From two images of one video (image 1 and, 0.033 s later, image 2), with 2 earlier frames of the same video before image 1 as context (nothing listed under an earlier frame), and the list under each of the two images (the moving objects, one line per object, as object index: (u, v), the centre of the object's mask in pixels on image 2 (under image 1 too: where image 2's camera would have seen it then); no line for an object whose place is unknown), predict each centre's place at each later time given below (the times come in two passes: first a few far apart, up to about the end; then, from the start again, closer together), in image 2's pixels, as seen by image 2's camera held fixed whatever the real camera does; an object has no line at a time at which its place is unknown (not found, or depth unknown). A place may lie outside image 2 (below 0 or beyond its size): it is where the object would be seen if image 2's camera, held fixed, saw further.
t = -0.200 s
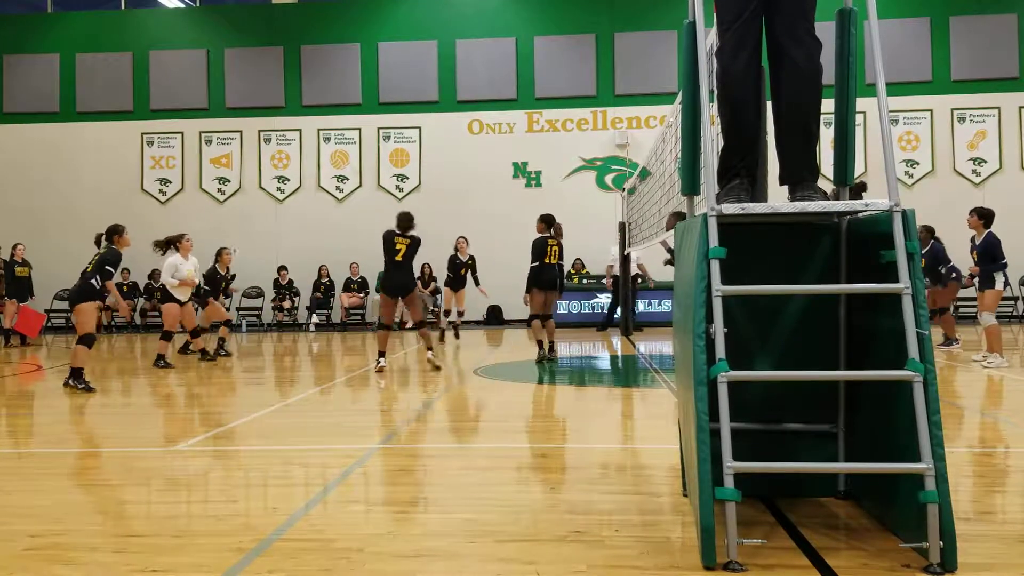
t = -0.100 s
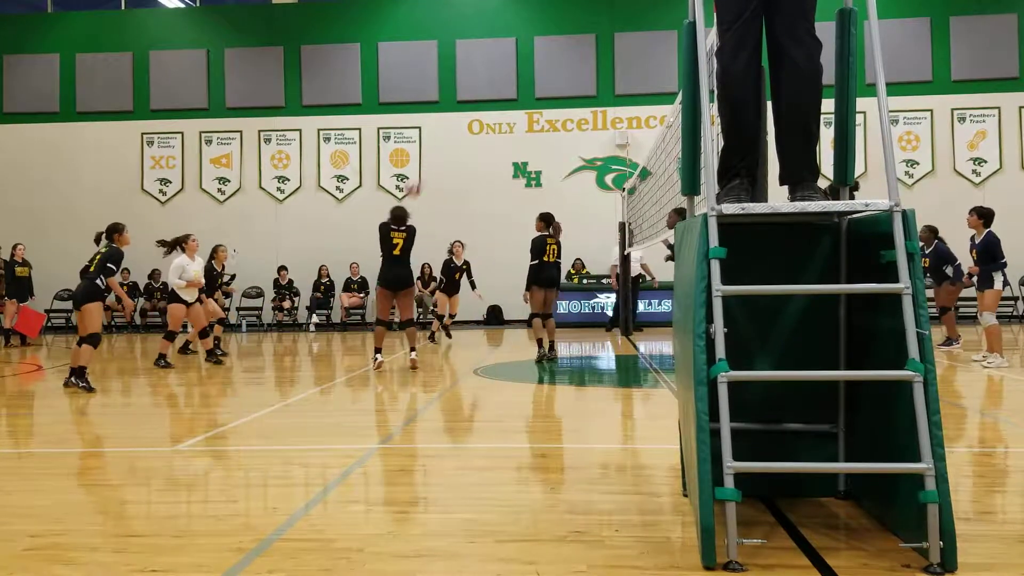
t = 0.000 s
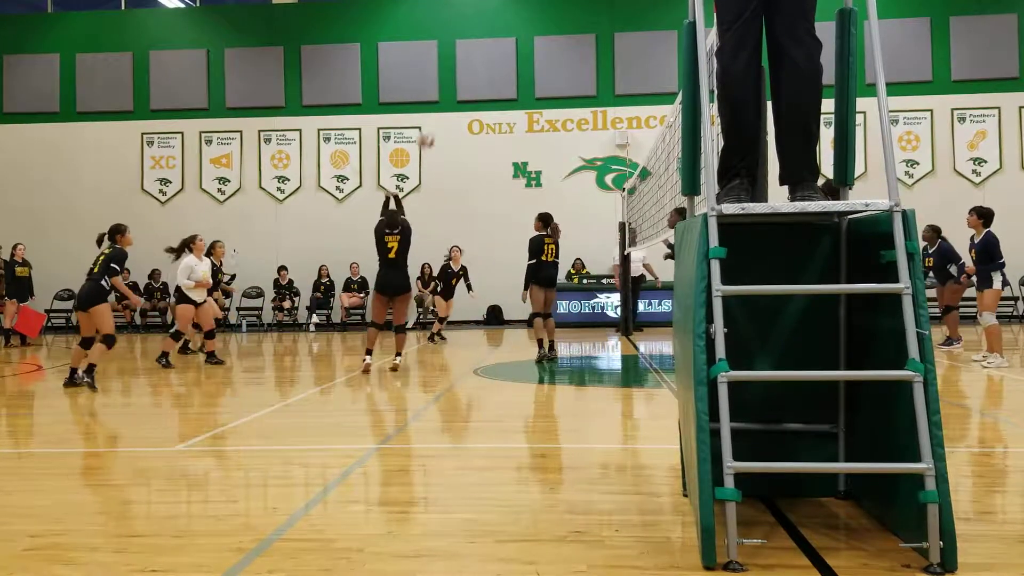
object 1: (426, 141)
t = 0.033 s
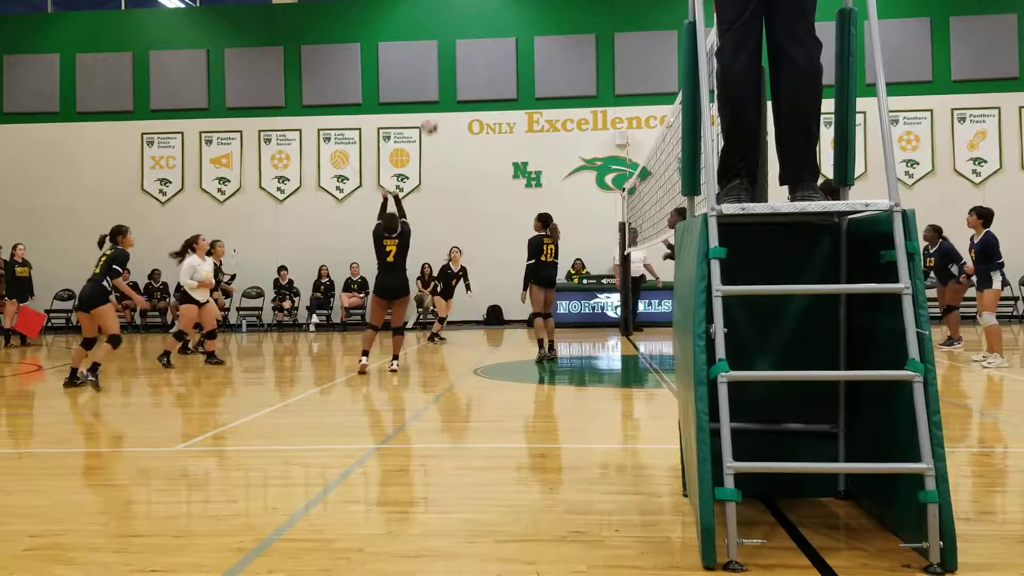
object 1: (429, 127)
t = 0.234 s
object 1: (452, 67)
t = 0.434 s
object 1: (474, 45)
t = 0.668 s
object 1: (497, 59)
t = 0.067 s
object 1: (434, 112)
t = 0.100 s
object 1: (438, 101)
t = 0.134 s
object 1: (442, 91)
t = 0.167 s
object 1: (446, 82)
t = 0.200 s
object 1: (449, 74)
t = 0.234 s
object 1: (452, 67)
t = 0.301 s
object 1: (459, 56)
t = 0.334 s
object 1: (463, 52)
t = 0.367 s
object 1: (466, 48)
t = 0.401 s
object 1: (470, 46)
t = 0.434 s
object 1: (474, 45)
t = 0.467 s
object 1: (477, 45)
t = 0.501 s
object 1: (479, 45)
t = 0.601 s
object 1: (490, 52)
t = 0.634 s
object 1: (492, 55)
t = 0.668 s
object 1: (497, 59)
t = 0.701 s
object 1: (499, 64)
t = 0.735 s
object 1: (503, 71)
